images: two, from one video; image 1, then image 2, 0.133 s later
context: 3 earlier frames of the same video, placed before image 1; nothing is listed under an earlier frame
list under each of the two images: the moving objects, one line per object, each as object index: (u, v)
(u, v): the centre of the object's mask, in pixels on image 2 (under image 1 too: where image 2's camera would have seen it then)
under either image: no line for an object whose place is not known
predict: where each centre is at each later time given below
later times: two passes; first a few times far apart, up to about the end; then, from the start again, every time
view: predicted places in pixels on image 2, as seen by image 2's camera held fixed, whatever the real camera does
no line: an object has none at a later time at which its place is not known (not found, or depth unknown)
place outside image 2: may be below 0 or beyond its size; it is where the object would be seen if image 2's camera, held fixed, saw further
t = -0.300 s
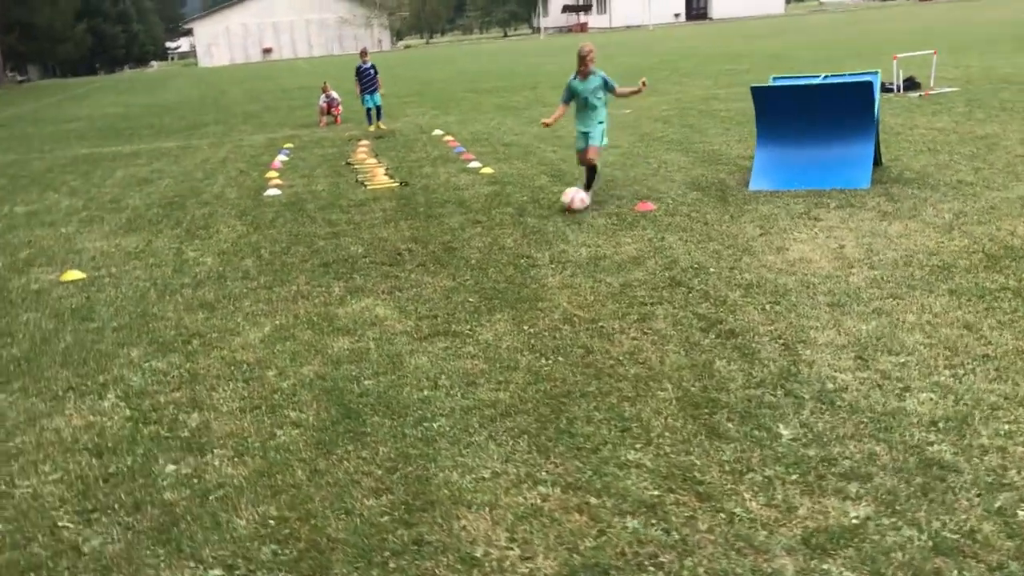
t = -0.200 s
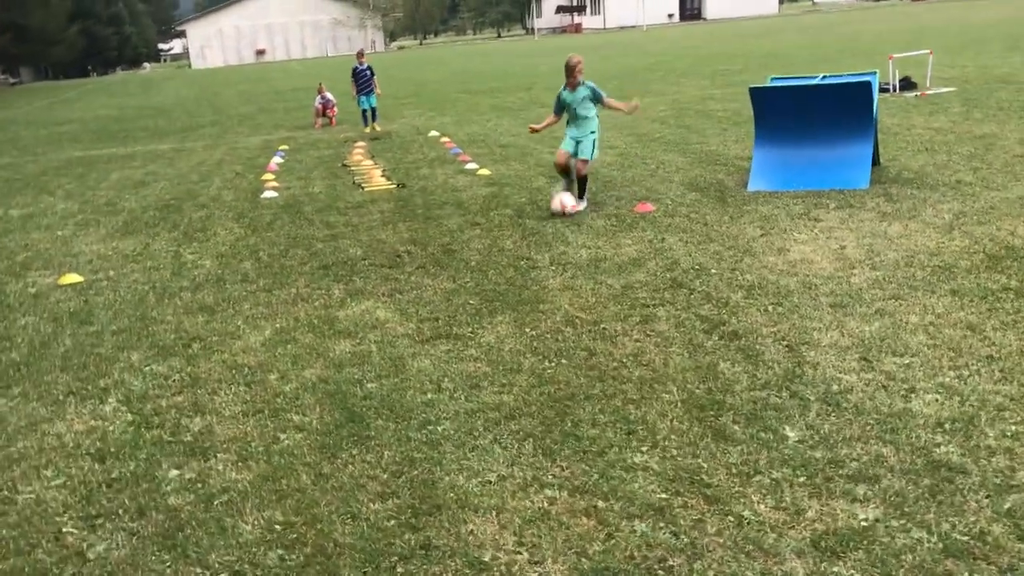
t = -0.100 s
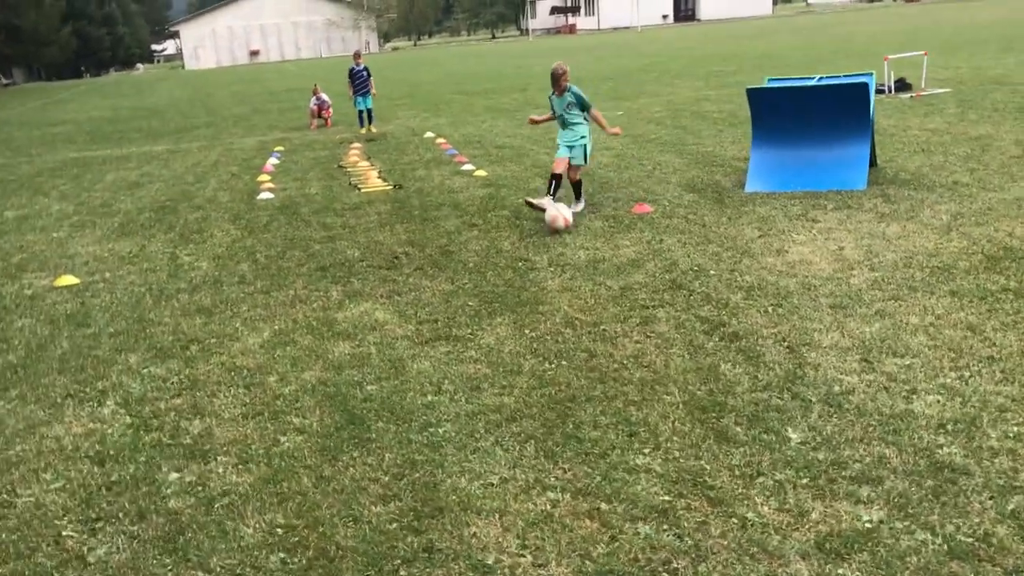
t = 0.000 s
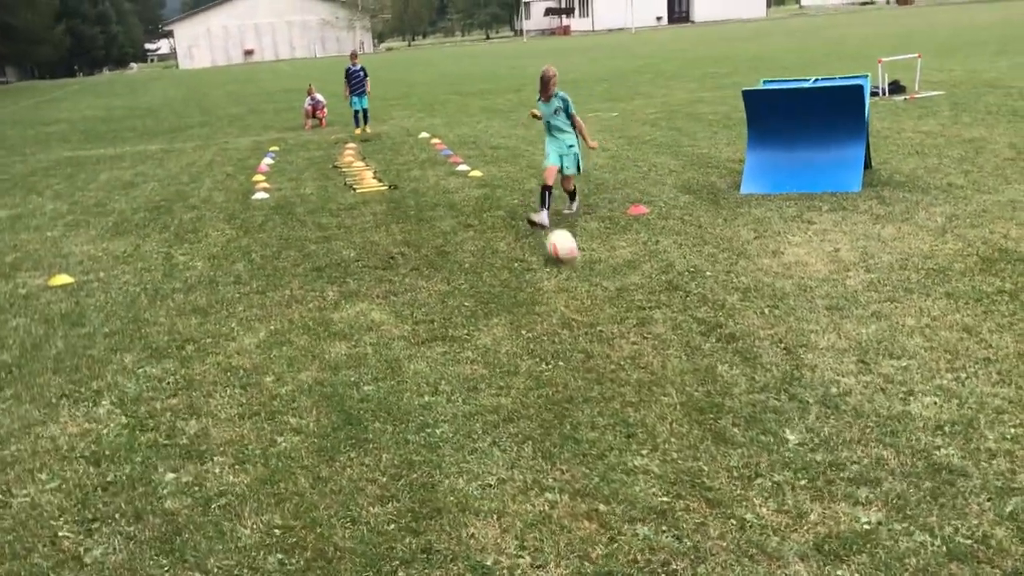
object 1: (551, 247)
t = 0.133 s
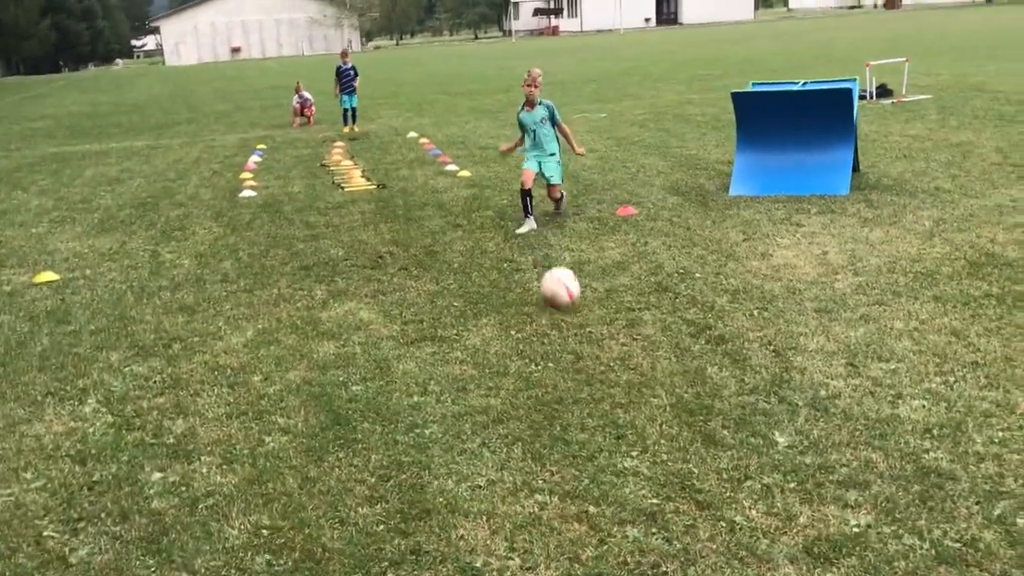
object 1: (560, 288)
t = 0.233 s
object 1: (571, 326)
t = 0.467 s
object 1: (605, 450)
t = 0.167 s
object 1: (564, 301)
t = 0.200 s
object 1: (568, 313)
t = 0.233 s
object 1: (571, 326)
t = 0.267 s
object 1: (576, 340)
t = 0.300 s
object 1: (580, 355)
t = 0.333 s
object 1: (585, 372)
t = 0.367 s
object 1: (589, 389)
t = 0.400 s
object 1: (594, 409)
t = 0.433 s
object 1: (599, 431)
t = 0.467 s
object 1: (605, 450)
